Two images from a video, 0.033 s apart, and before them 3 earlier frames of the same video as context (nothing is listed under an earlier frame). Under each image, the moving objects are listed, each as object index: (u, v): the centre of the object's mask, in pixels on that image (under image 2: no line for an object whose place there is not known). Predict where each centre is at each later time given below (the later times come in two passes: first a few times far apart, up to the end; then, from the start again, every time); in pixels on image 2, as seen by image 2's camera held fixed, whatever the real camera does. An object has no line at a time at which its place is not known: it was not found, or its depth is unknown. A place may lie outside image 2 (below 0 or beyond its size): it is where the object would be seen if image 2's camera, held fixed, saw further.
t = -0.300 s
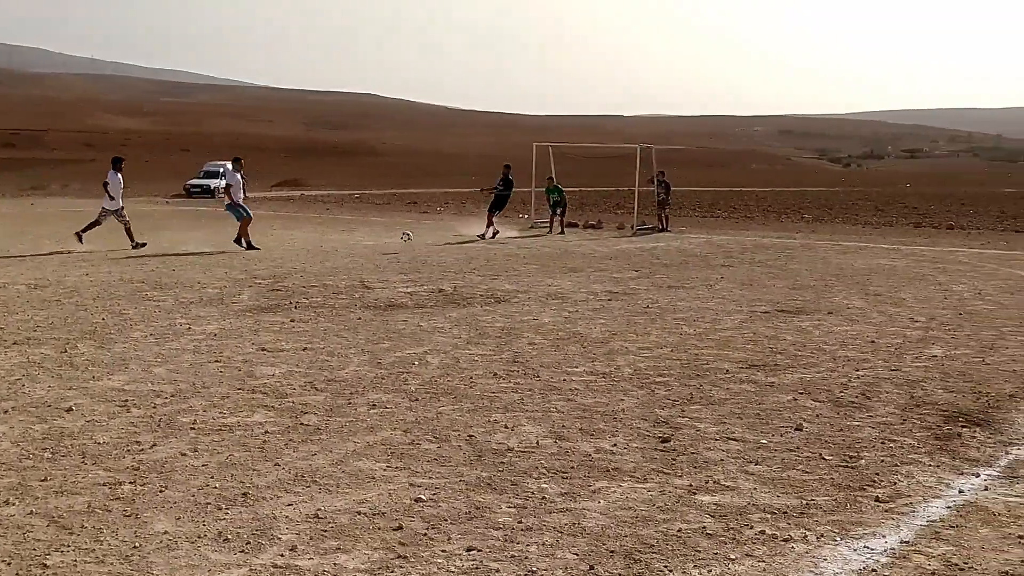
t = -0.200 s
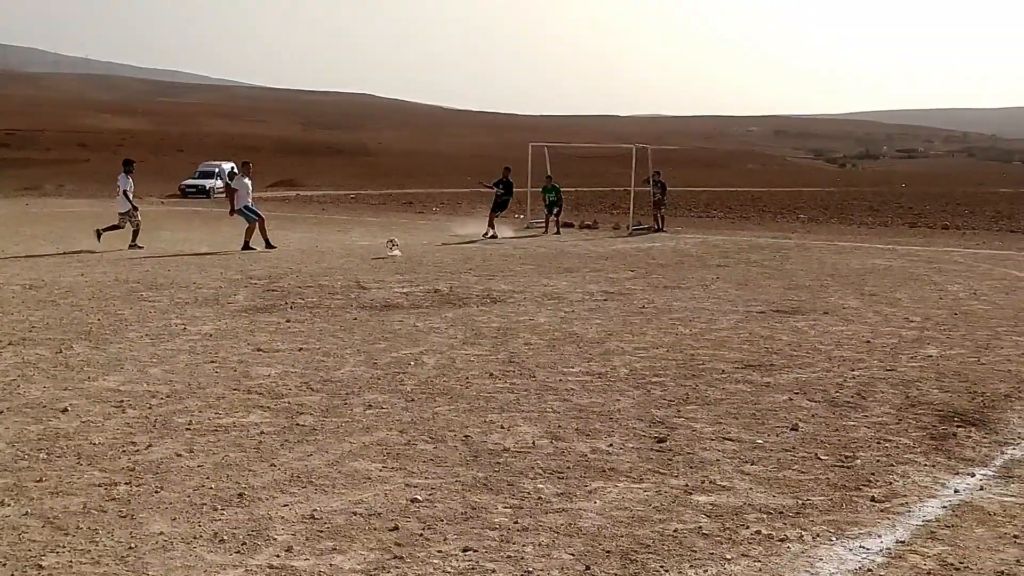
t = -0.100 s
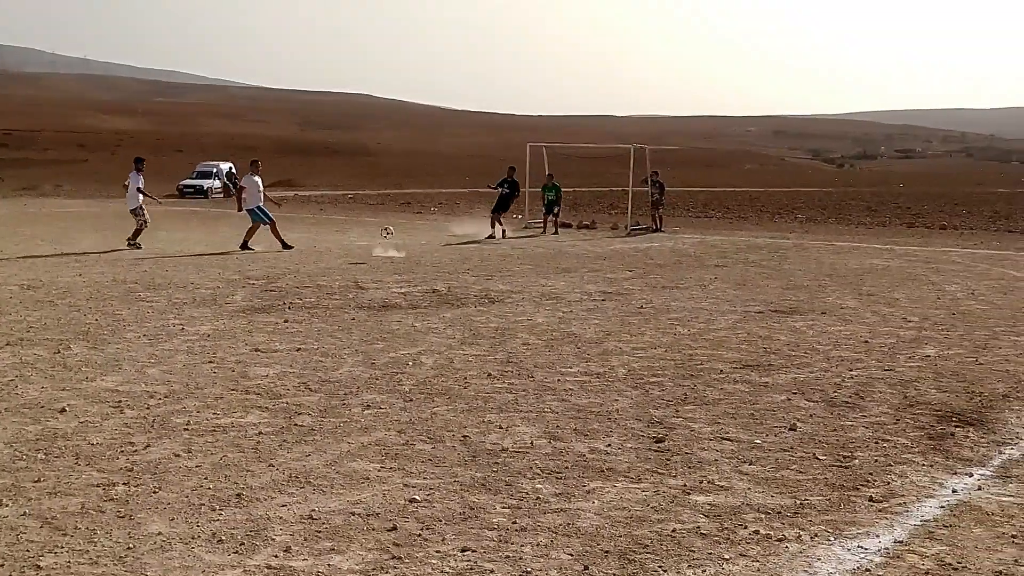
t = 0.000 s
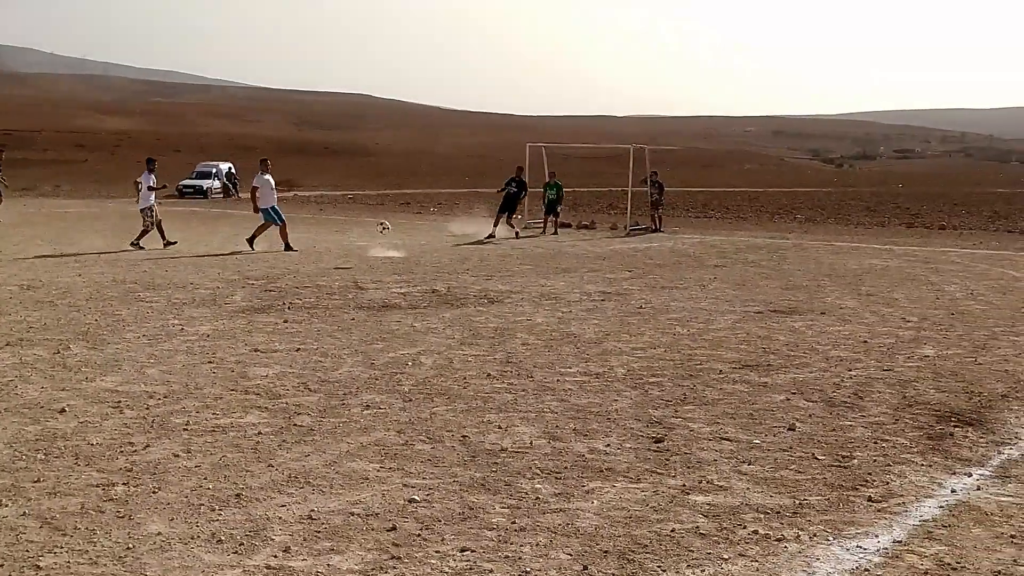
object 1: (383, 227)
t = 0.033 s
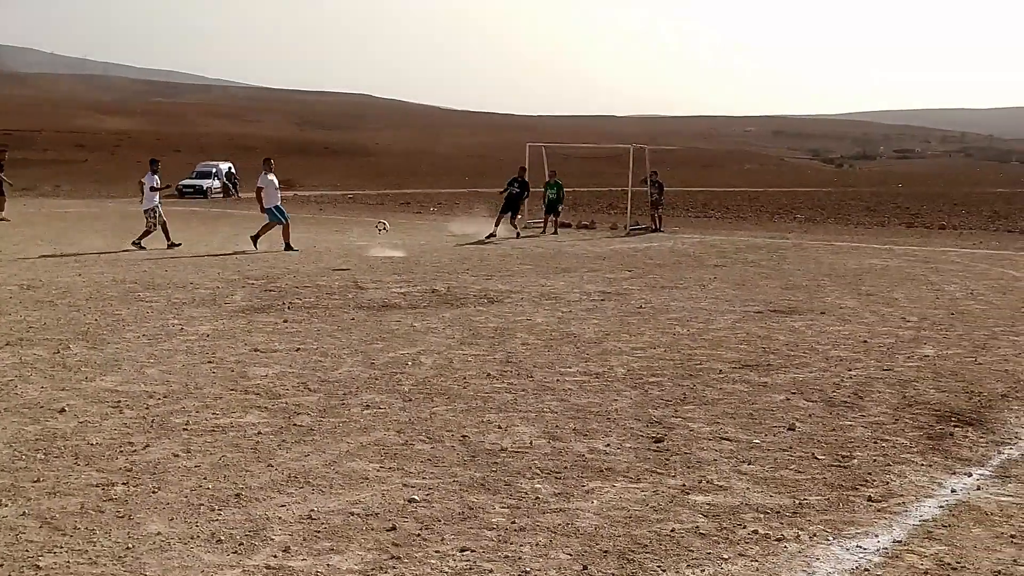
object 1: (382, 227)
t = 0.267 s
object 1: (373, 249)
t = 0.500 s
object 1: (370, 246)
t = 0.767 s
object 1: (368, 263)
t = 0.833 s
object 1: (367, 280)
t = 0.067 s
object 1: (381, 227)
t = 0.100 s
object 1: (380, 230)
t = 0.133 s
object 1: (379, 232)
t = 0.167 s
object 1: (377, 235)
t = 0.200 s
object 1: (376, 239)
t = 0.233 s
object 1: (375, 244)
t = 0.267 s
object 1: (373, 249)
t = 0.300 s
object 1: (372, 258)
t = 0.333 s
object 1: (371, 266)
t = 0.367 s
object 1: (371, 264)
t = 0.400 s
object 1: (371, 258)
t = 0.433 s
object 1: (370, 253)
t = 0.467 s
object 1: (370, 250)
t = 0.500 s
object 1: (370, 246)
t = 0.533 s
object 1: (370, 244)
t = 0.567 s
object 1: (369, 242)
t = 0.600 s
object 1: (369, 244)
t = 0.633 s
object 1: (368, 246)
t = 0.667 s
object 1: (368, 248)
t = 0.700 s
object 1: (367, 252)
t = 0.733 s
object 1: (367, 258)
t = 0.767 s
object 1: (368, 263)
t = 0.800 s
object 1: (367, 271)
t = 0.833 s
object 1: (367, 280)
